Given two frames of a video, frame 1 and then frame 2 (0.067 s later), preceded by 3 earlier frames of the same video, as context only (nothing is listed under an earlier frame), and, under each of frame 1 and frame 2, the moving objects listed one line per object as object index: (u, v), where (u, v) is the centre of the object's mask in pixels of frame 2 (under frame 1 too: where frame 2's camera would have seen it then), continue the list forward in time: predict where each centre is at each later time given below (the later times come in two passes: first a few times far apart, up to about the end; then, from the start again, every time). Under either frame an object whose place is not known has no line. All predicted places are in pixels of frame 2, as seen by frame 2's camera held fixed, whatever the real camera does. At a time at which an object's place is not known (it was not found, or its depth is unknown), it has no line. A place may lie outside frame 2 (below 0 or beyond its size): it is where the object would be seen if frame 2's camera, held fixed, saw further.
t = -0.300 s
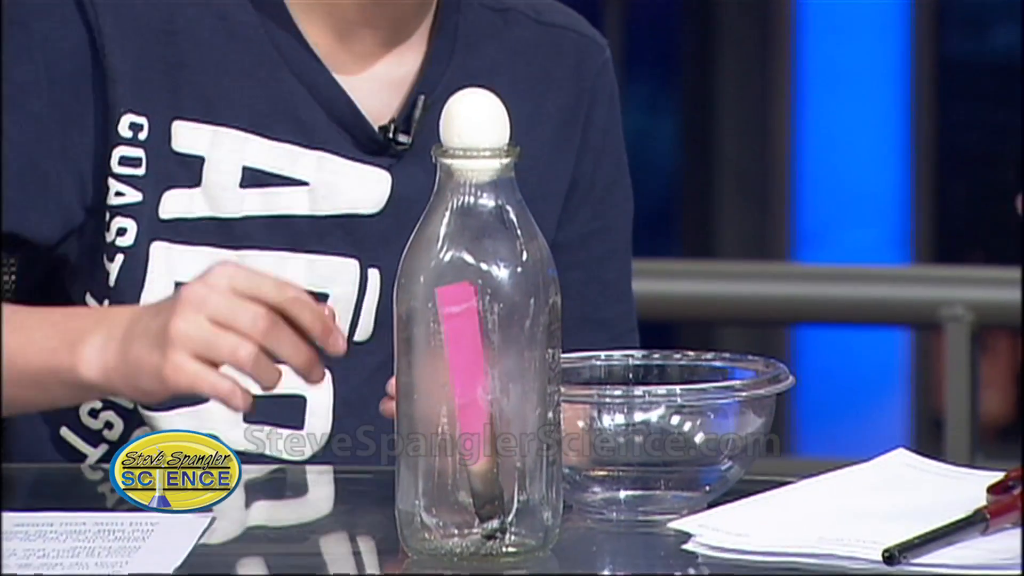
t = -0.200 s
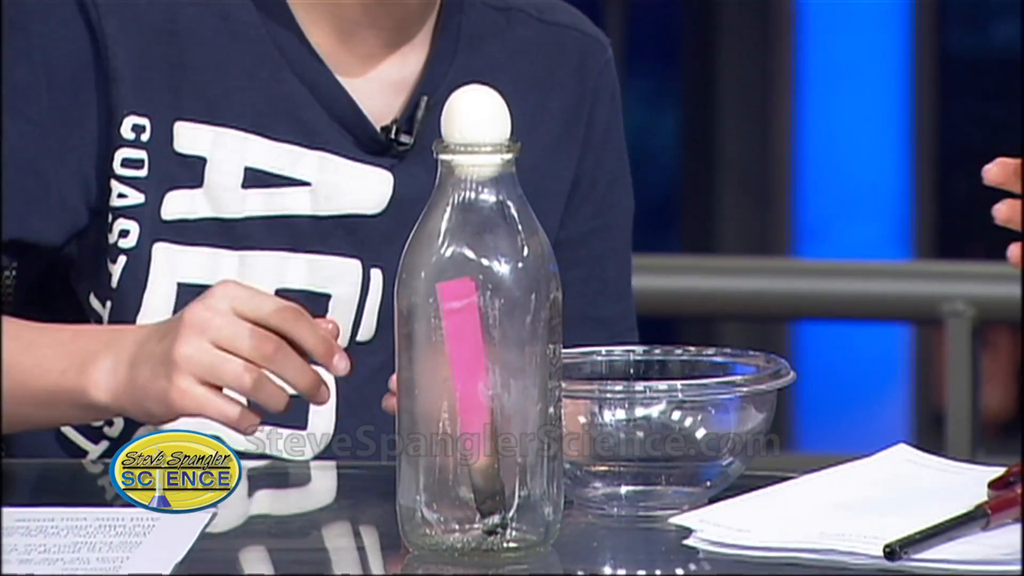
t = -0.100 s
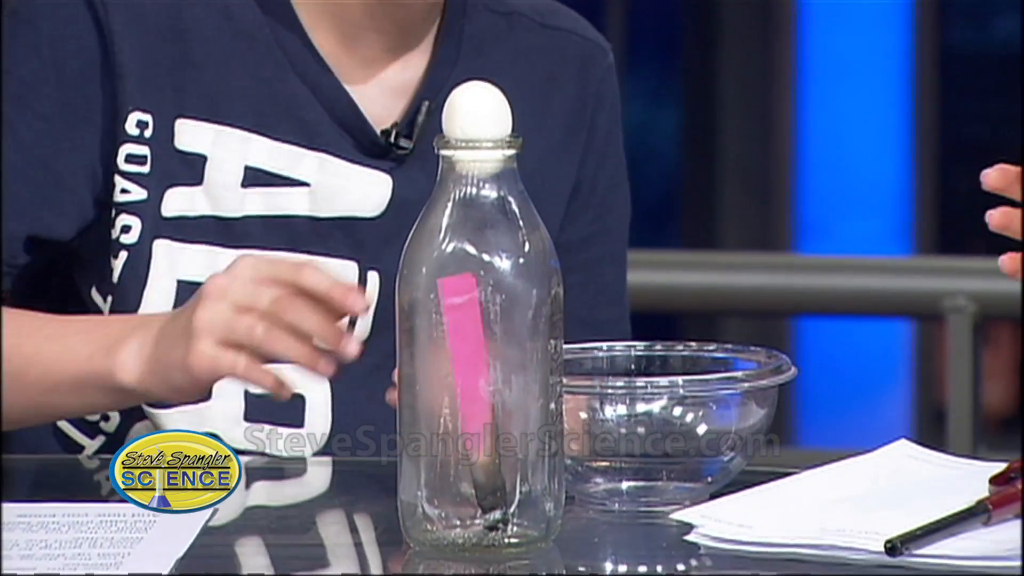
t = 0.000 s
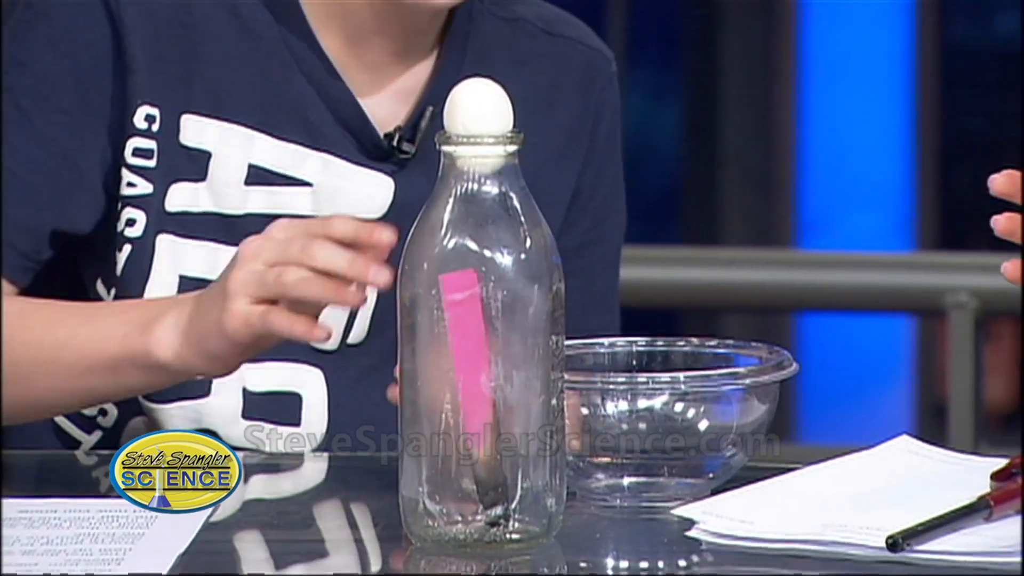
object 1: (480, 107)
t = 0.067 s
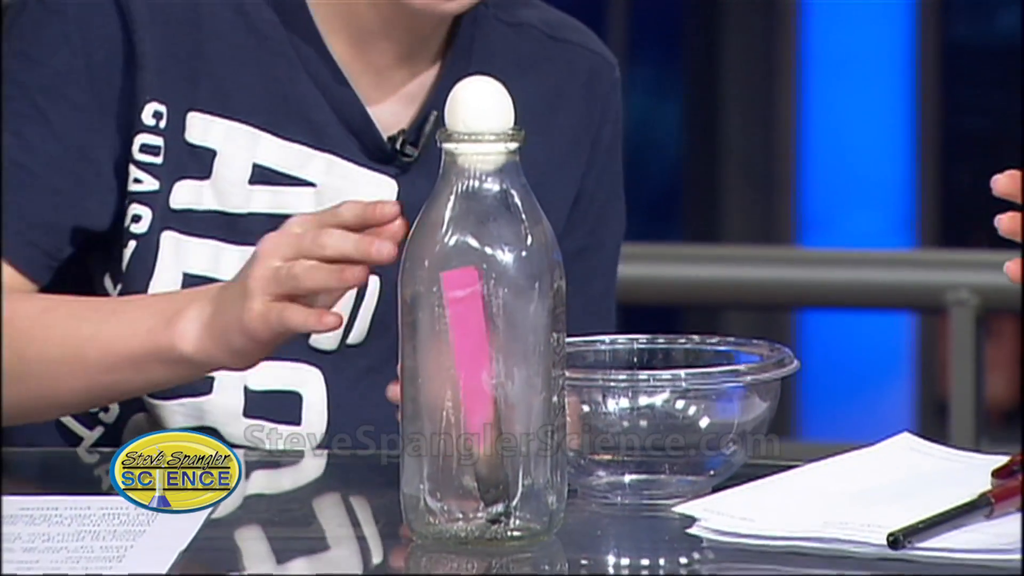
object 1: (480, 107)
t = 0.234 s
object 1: (480, 108)
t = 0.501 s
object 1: (479, 109)
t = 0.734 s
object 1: (479, 111)
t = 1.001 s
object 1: (478, 114)
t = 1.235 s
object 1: (479, 125)
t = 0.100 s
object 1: (479, 107)
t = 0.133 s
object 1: (479, 107)
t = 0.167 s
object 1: (479, 108)
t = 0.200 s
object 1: (480, 108)
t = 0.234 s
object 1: (480, 108)
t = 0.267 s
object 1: (480, 109)
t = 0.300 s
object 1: (480, 108)
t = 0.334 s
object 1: (480, 108)
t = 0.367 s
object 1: (480, 108)
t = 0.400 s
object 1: (480, 109)
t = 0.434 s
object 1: (480, 109)
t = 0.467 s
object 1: (480, 109)
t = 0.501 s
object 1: (479, 109)
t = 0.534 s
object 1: (480, 109)
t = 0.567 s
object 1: (479, 109)
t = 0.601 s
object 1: (479, 110)
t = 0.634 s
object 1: (479, 110)
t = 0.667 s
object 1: (479, 110)
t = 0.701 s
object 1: (479, 110)
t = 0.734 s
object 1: (479, 111)
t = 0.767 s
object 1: (479, 111)
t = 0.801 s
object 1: (479, 111)
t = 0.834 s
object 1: (479, 111)
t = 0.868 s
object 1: (478, 112)
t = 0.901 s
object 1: (478, 112)
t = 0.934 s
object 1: (478, 112)
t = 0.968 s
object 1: (478, 114)
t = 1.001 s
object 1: (478, 114)
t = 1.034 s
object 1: (478, 115)
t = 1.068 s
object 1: (478, 115)
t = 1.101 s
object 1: (478, 117)
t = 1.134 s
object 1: (478, 118)
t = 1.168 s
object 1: (477, 119)
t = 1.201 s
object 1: (478, 121)
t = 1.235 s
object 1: (479, 125)
